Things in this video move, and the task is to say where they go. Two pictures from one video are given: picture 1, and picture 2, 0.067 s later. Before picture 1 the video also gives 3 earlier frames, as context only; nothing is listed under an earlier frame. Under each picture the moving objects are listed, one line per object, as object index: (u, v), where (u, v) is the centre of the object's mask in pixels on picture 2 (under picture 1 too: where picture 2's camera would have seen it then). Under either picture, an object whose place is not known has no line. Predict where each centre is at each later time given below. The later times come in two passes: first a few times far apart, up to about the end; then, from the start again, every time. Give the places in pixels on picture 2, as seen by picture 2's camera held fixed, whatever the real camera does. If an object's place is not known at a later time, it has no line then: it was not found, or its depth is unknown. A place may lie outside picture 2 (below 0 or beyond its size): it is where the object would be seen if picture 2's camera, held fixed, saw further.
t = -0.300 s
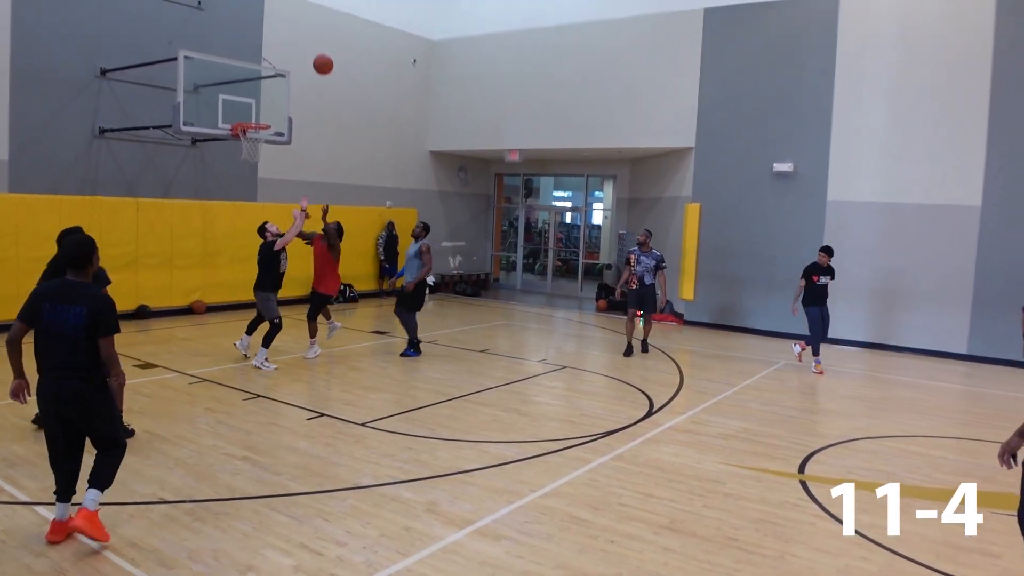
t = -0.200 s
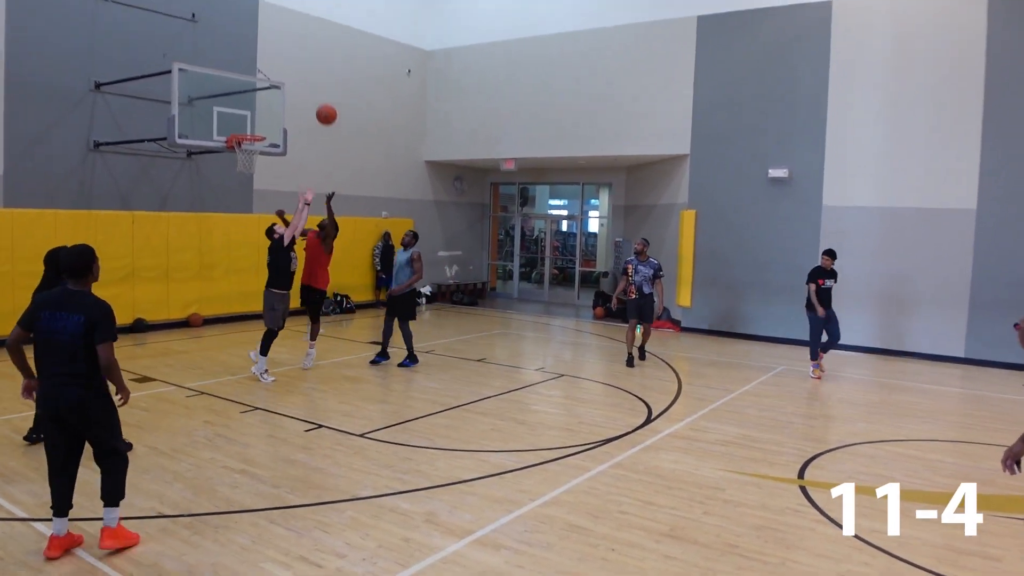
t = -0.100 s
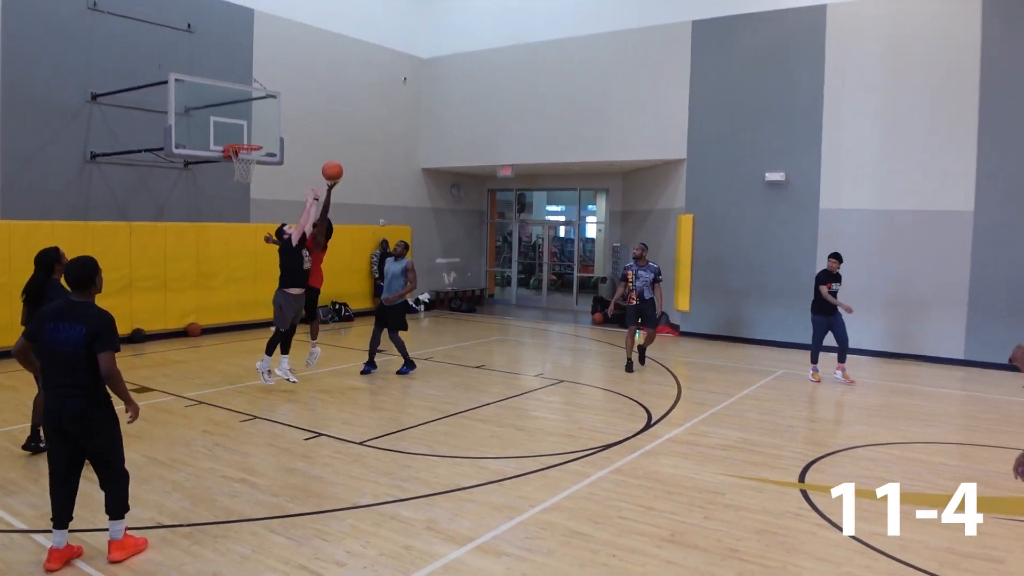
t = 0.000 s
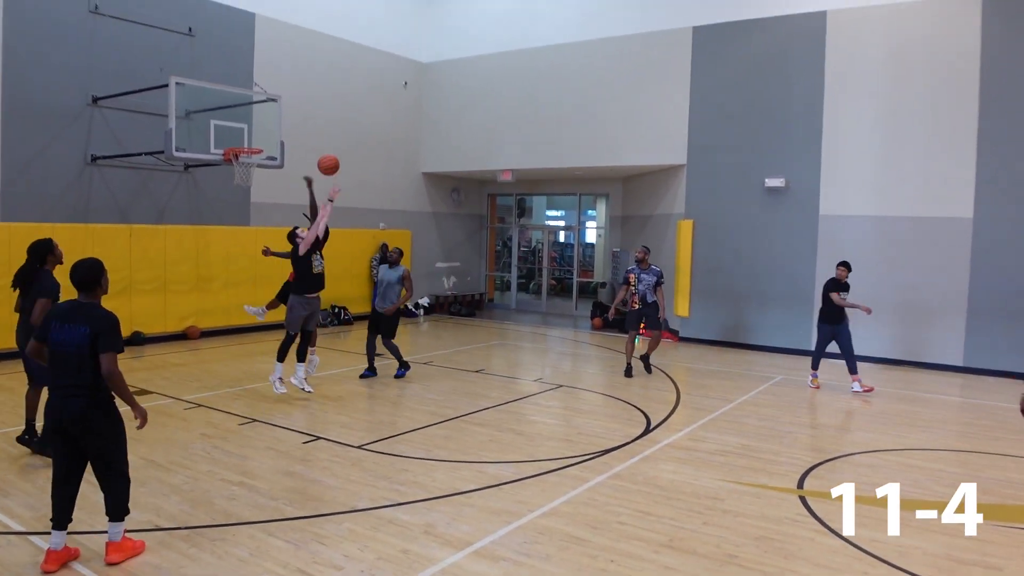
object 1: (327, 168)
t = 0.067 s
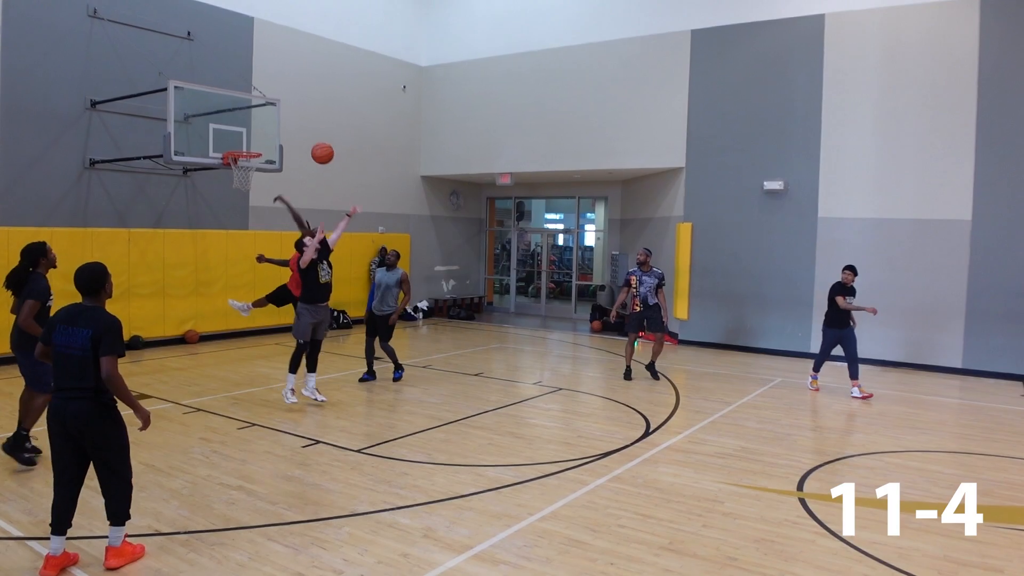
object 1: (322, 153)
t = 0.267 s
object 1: (305, 128)
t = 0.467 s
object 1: (285, 143)
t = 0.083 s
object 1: (321, 150)
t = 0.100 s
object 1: (320, 146)
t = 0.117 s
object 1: (318, 143)
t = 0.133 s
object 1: (317, 141)
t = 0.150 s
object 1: (315, 138)
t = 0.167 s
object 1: (314, 136)
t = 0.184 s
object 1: (313, 134)
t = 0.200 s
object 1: (311, 132)
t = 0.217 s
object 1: (310, 131)
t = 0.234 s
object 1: (308, 130)
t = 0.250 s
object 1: (307, 128)
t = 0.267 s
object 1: (305, 128)
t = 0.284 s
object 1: (304, 127)
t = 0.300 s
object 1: (302, 127)
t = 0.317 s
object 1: (301, 128)
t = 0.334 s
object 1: (299, 128)
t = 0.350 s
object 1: (297, 129)
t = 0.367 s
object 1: (296, 130)
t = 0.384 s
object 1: (294, 131)
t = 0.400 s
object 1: (292, 133)
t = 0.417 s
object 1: (291, 135)
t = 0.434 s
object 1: (289, 137)
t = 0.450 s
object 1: (287, 140)
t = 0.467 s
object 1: (285, 143)
